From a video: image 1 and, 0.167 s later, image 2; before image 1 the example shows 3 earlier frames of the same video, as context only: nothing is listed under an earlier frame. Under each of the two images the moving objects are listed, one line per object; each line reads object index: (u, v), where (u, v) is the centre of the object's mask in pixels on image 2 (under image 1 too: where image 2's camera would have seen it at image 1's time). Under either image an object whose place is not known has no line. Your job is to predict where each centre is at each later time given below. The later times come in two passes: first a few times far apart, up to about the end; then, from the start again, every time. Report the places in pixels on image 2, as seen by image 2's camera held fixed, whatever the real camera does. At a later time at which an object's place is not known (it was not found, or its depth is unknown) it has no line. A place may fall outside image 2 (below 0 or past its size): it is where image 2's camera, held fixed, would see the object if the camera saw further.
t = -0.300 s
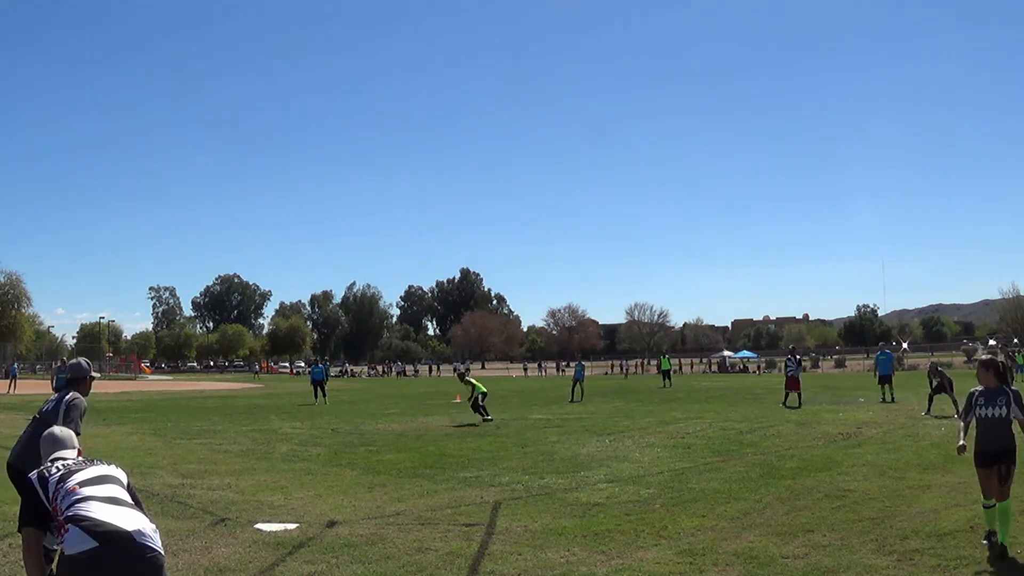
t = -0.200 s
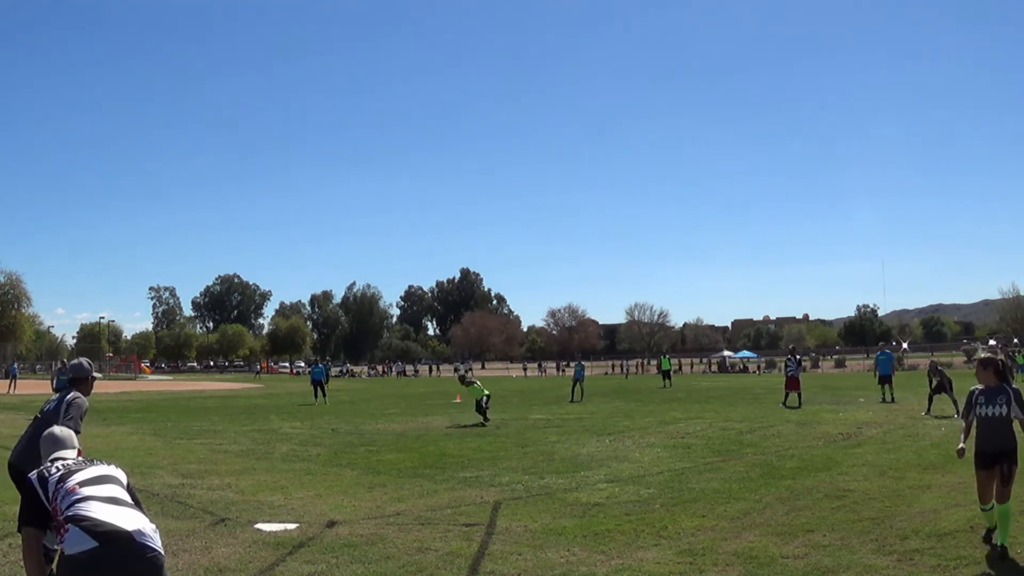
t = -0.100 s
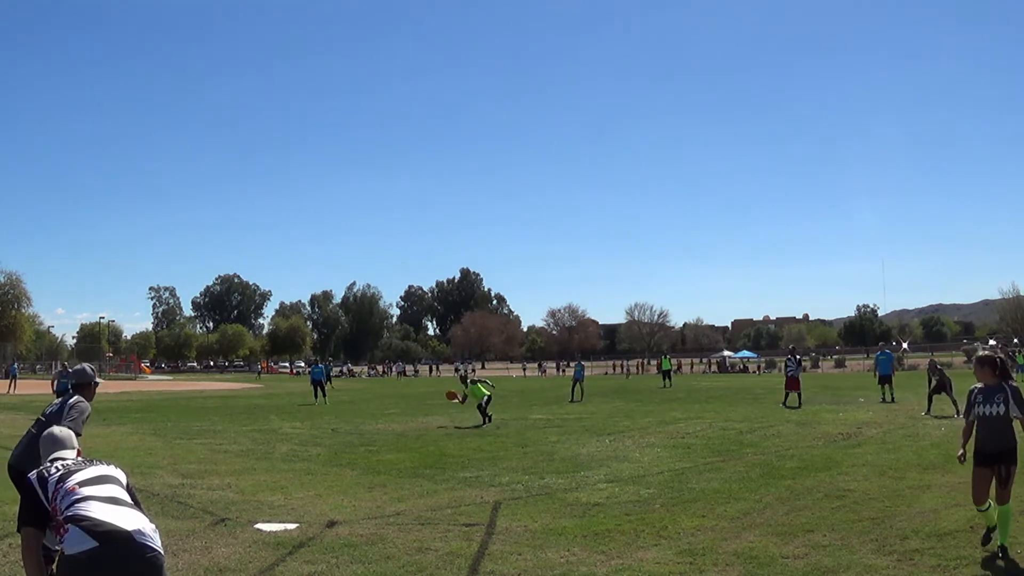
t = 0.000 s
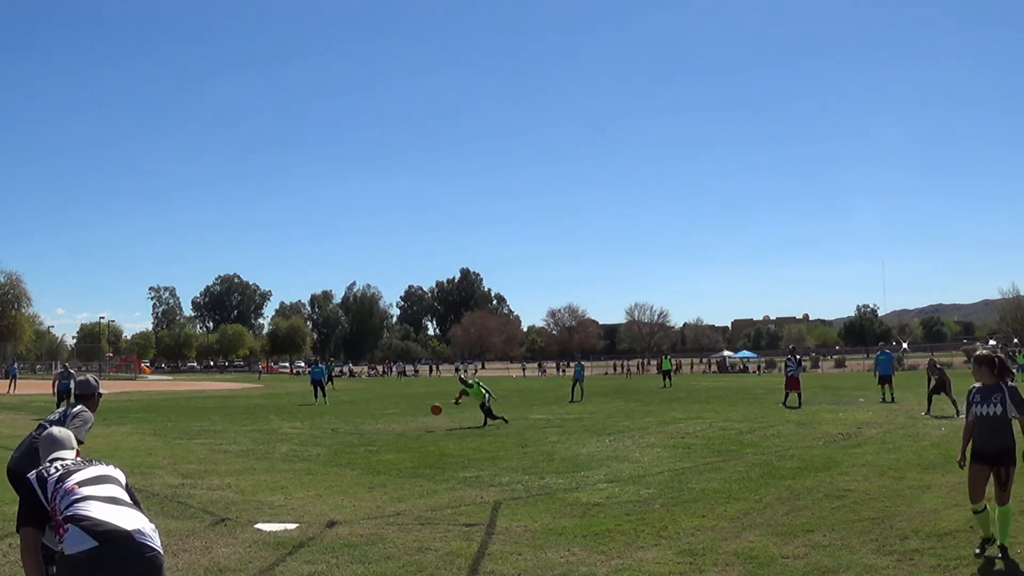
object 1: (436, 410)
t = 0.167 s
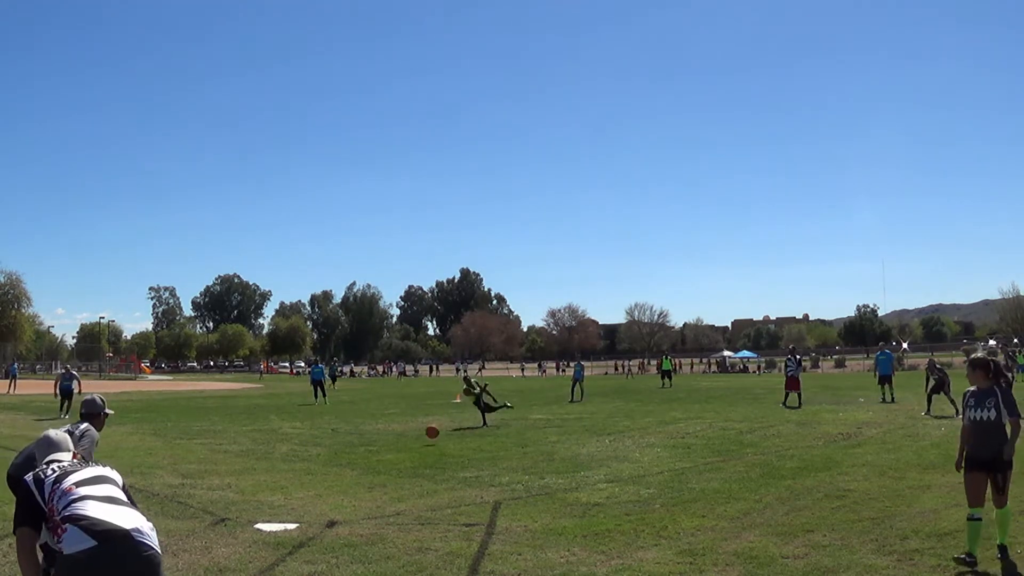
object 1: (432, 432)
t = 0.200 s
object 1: (430, 439)
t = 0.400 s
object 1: (404, 446)
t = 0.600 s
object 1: (365, 479)
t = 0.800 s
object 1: (312, 471)
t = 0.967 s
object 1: (257, 484)
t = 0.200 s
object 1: (430, 439)
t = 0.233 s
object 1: (428, 446)
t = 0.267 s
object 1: (424, 446)
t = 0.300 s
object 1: (419, 445)
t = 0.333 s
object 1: (414, 444)
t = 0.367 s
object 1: (409, 444)
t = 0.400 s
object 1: (404, 446)
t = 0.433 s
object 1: (398, 448)
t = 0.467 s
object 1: (392, 452)
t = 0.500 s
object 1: (386, 456)
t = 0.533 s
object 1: (379, 462)
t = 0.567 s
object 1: (372, 470)
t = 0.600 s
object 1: (365, 479)
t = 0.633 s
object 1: (357, 486)
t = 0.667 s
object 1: (349, 482)
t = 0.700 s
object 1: (340, 478)
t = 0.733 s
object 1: (331, 474)
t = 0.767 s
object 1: (322, 472)
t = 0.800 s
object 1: (312, 471)
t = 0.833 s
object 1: (302, 471)
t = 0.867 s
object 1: (291, 472)
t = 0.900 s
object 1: (280, 474)
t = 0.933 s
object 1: (269, 478)
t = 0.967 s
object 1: (257, 484)
